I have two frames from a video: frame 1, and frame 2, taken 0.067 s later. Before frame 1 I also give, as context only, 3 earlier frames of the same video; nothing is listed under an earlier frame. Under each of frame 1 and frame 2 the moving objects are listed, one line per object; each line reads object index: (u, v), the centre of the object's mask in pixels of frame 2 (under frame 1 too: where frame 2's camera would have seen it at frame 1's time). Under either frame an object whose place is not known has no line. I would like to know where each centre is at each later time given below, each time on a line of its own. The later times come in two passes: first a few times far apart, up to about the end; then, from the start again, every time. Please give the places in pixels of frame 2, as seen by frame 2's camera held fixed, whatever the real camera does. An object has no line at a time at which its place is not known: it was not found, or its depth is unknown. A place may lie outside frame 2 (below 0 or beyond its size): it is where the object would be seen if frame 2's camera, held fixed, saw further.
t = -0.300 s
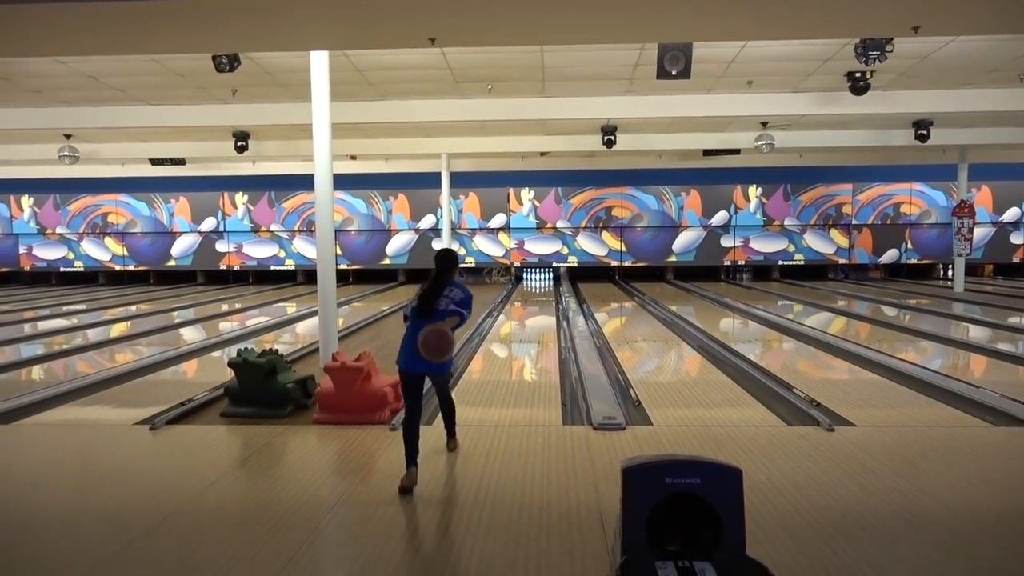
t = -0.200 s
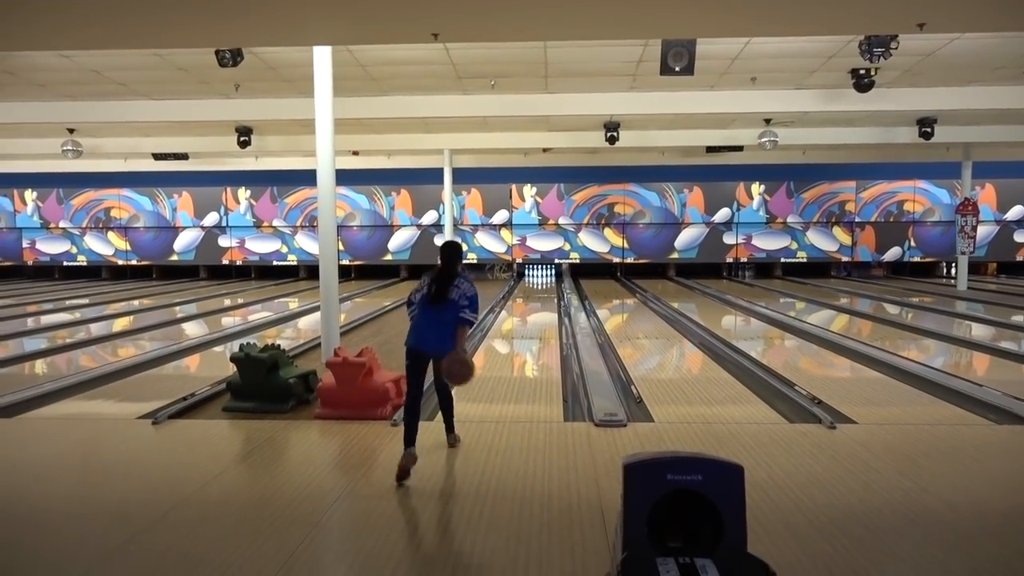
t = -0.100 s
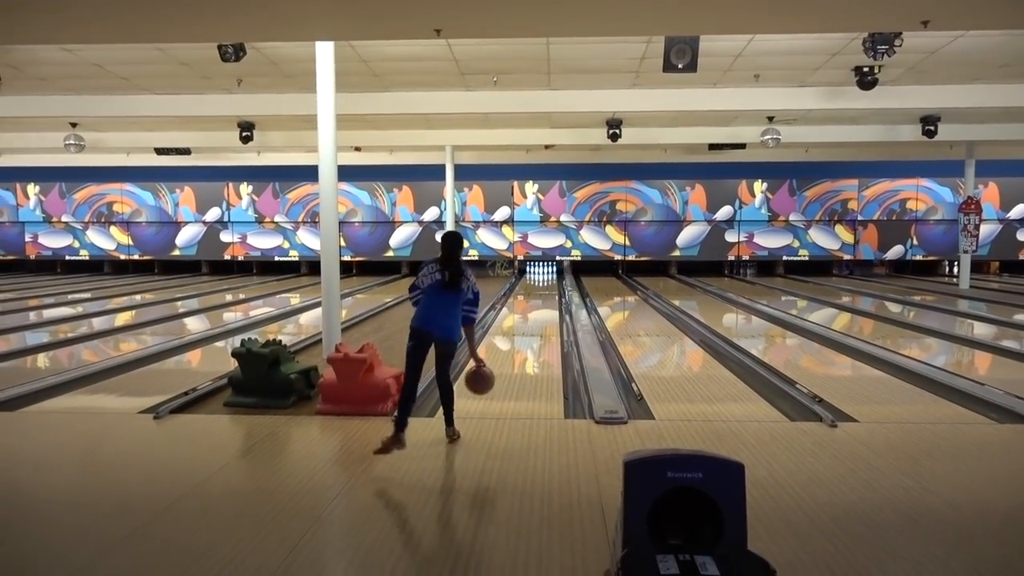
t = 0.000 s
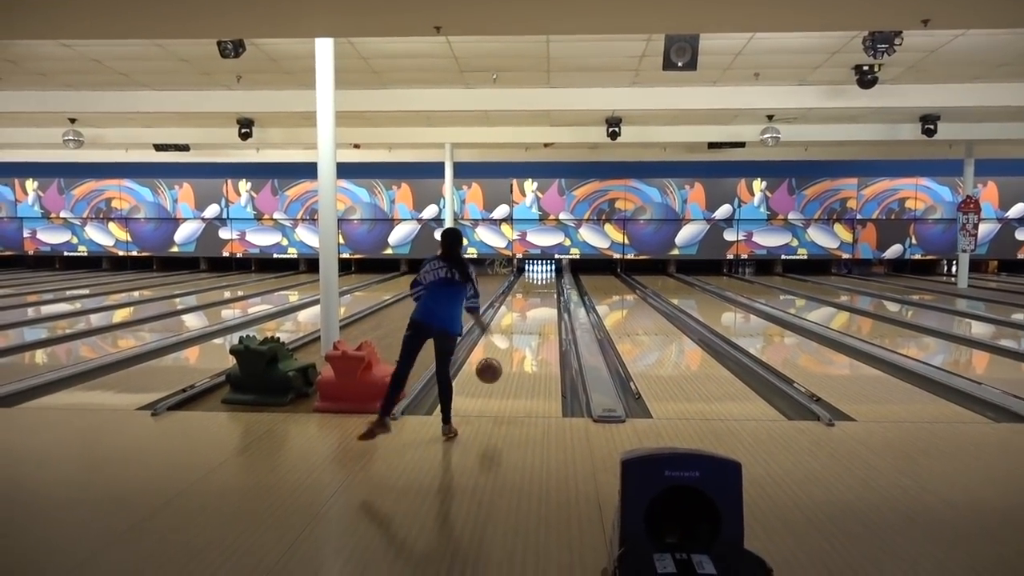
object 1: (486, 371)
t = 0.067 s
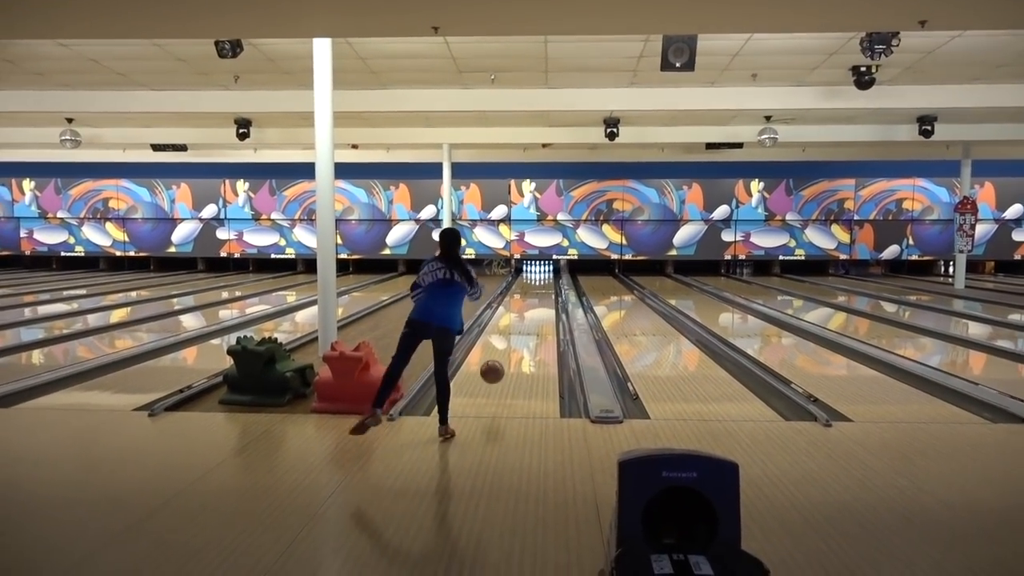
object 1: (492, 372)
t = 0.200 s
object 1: (501, 369)
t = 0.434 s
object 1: (511, 344)
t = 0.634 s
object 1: (518, 329)
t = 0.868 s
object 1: (523, 316)
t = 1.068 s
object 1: (528, 307)
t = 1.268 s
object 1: (530, 300)
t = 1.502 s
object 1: (533, 292)
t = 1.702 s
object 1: (534, 287)
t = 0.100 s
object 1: (494, 376)
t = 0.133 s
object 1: (496, 378)
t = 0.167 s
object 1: (498, 376)
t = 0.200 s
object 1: (501, 369)
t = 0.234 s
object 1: (503, 364)
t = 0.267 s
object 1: (504, 362)
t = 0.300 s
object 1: (506, 358)
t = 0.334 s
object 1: (507, 354)
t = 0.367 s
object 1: (509, 351)
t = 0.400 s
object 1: (510, 347)
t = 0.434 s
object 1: (511, 344)
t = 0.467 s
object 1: (513, 342)
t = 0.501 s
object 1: (514, 340)
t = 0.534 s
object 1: (515, 336)
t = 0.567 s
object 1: (516, 334)
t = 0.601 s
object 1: (517, 331)
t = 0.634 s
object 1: (518, 329)
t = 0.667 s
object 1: (519, 327)
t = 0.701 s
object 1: (520, 325)
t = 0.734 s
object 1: (521, 323)
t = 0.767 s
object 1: (521, 321)
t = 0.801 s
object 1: (522, 319)
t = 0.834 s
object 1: (523, 318)
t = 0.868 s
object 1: (523, 316)
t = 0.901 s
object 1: (524, 314)
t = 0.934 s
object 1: (525, 313)
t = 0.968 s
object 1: (526, 311)
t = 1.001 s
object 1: (526, 310)
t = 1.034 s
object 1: (527, 308)
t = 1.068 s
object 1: (528, 307)
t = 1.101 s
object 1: (528, 306)
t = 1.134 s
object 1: (529, 305)
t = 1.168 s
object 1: (529, 303)
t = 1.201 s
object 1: (529, 302)
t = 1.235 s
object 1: (529, 301)
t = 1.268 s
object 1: (530, 300)
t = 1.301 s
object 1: (530, 299)
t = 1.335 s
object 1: (531, 297)
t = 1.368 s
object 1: (531, 296)
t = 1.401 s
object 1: (531, 295)
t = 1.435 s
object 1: (532, 294)
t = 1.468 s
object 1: (533, 293)
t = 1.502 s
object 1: (533, 292)
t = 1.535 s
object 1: (533, 292)
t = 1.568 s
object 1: (533, 290)
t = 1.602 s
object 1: (533, 290)
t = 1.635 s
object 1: (533, 289)
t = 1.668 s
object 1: (534, 288)
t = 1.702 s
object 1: (534, 287)
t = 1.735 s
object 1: (534, 286)
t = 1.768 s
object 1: (534, 286)
